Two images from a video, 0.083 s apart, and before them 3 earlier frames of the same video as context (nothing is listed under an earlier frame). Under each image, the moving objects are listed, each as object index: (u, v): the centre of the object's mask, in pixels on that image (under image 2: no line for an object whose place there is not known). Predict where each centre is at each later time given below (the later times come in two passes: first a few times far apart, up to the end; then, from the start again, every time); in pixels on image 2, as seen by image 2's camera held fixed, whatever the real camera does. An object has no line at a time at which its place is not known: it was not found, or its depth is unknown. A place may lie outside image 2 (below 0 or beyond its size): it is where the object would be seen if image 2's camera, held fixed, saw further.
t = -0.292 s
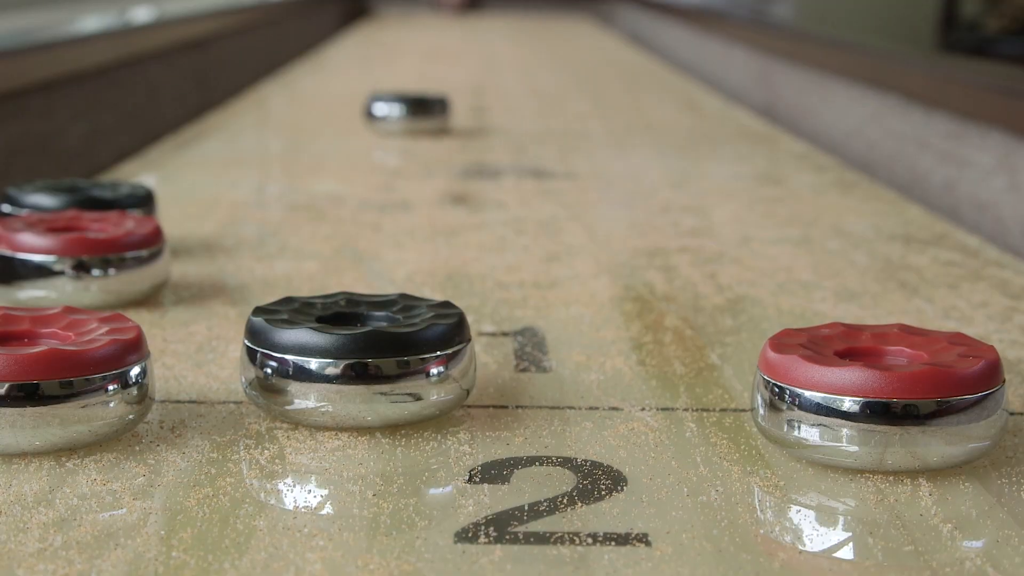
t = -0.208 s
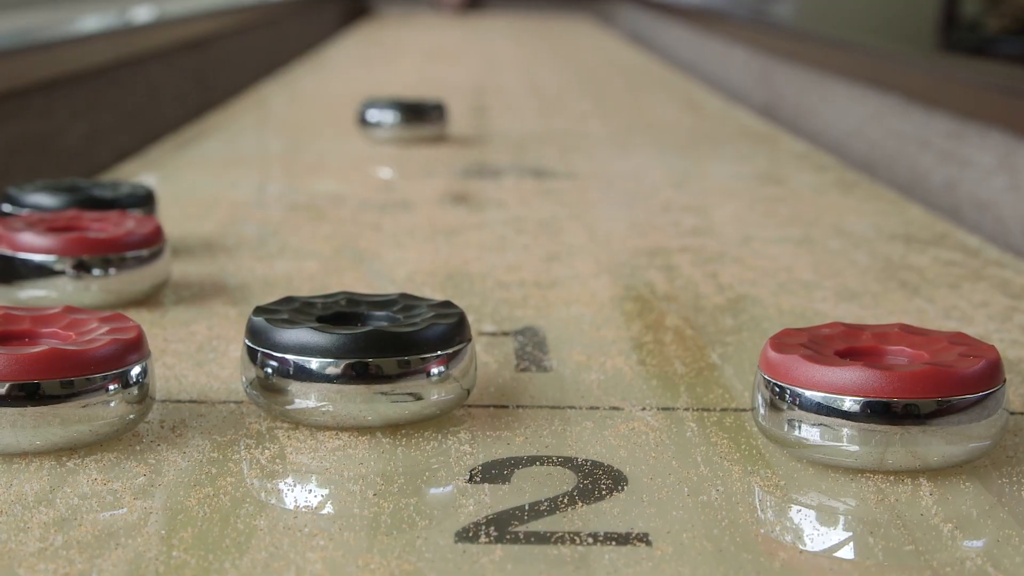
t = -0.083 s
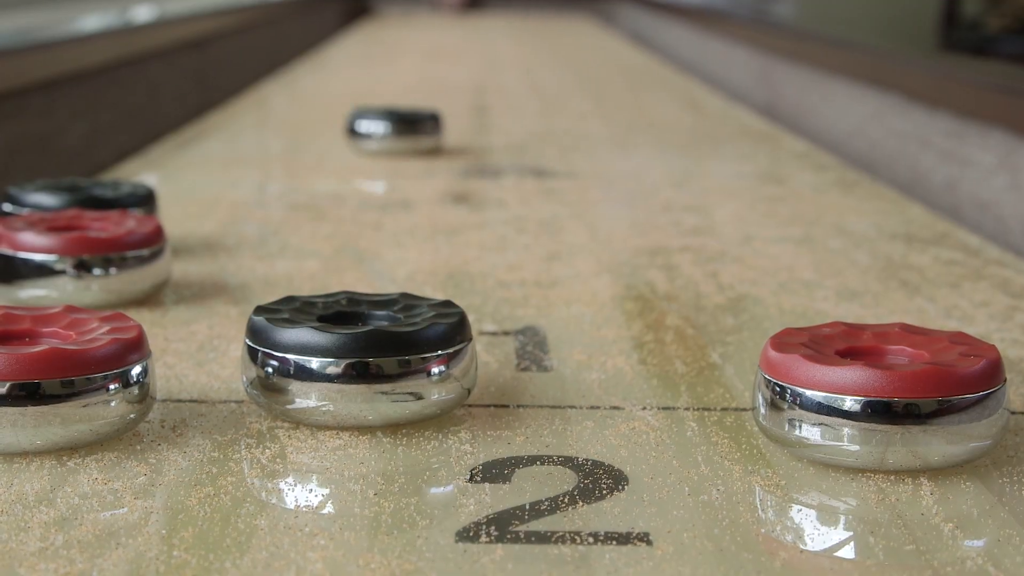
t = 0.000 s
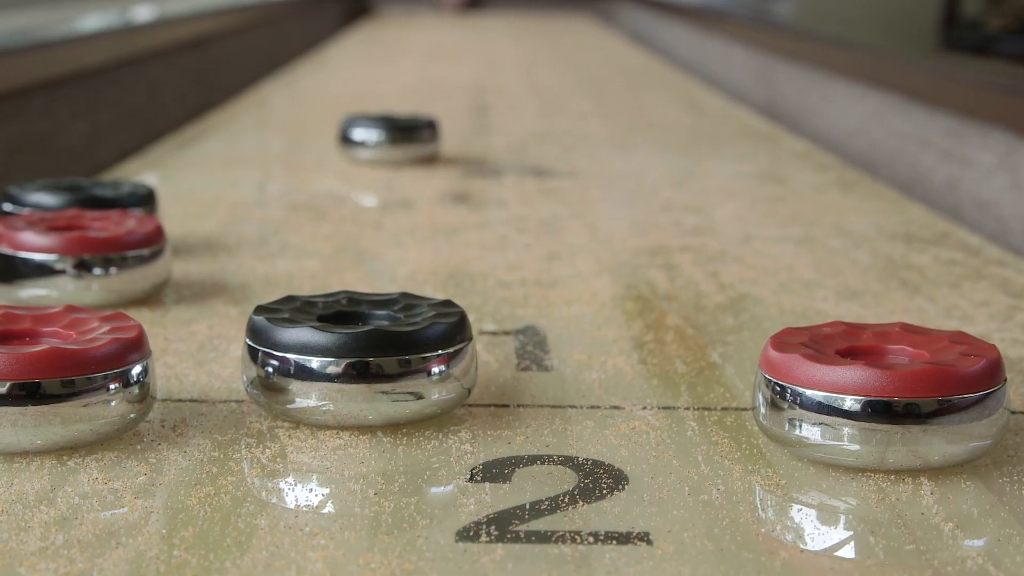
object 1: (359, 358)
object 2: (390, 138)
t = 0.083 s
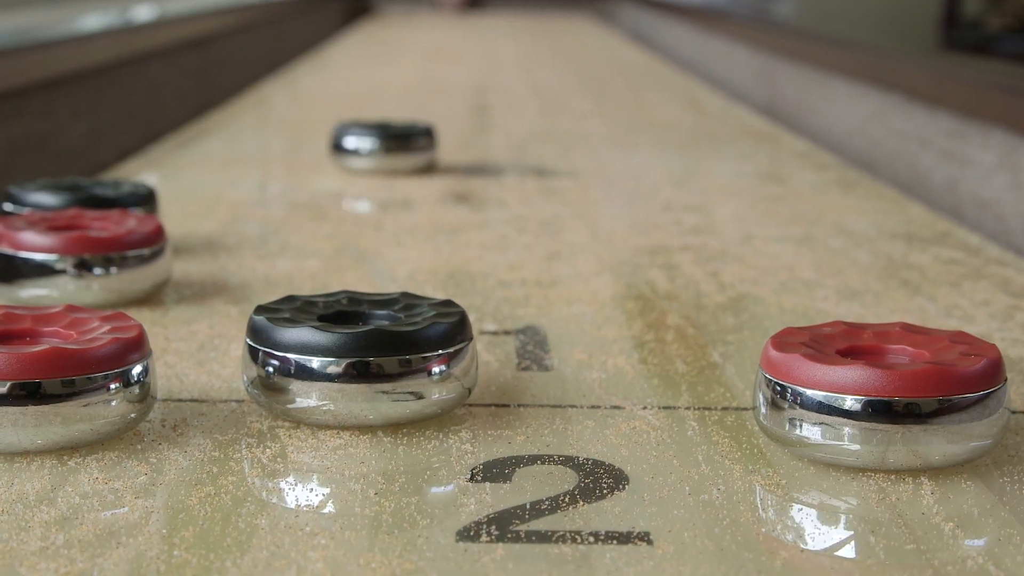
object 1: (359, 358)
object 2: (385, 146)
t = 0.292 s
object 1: (359, 358)
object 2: (366, 169)
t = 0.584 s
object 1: (359, 358)
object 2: (338, 207)
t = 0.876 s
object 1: (359, 358)
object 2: (303, 250)
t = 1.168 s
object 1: (359, 358)
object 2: (250, 287)
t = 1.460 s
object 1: (423, 388)
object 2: (211, 318)
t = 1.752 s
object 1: (497, 423)
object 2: (169, 317)
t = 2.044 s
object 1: (550, 441)
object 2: (163, 315)
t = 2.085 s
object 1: (556, 443)
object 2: (163, 315)
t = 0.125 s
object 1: (359, 358)
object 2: (381, 151)
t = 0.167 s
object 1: (359, 358)
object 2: (377, 155)
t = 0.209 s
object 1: (359, 358)
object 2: (374, 159)
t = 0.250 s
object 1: (359, 358)
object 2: (369, 165)
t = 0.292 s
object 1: (359, 358)
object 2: (366, 169)
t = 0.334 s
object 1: (359, 358)
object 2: (362, 174)
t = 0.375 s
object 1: (359, 358)
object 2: (358, 179)
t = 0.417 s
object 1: (359, 358)
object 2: (354, 184)
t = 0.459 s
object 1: (359, 358)
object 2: (350, 190)
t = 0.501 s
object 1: (359, 358)
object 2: (346, 195)
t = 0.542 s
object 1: (359, 358)
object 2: (342, 201)
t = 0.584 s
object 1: (359, 358)
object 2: (338, 207)
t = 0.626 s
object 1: (359, 358)
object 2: (333, 213)
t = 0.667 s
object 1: (359, 358)
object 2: (328, 219)
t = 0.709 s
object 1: (359, 358)
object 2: (323, 224)
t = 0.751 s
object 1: (359, 358)
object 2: (318, 231)
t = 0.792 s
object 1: (359, 358)
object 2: (313, 238)
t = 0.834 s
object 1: (360, 358)
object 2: (308, 244)
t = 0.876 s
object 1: (359, 358)
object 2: (303, 250)
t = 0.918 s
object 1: (360, 358)
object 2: (298, 254)
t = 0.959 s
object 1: (359, 358)
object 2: (292, 258)
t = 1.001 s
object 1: (359, 358)
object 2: (284, 263)
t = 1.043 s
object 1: (360, 358)
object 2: (276, 269)
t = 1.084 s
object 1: (360, 358)
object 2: (268, 274)
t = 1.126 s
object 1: (360, 358)
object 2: (259, 280)
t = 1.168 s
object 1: (359, 358)
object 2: (250, 287)
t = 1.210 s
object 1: (359, 358)
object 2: (241, 294)
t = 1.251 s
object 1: (359, 358)
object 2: (232, 302)
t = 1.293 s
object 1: (368, 362)
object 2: (223, 309)
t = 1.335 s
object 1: (381, 369)
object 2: (219, 313)
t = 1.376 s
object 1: (396, 375)
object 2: (217, 316)
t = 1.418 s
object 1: (410, 381)
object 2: (214, 317)
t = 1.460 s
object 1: (423, 388)
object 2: (211, 318)
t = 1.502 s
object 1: (436, 393)
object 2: (203, 318)
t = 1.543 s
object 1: (448, 399)
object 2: (196, 318)
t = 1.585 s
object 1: (460, 404)
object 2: (190, 317)
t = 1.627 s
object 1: (470, 409)
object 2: (184, 318)
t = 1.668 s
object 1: (480, 413)
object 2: (178, 317)
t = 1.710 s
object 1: (488, 418)
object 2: (172, 317)
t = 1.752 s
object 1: (497, 423)
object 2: (169, 317)
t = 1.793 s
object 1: (505, 427)
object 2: (166, 316)
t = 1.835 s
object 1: (513, 430)
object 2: (165, 316)
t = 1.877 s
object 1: (521, 432)
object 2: (164, 316)
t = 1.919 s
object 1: (528, 435)
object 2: (164, 316)
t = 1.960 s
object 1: (536, 437)
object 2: (164, 315)
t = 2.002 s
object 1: (544, 439)
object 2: (163, 315)
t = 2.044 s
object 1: (550, 441)
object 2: (163, 315)
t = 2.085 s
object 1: (556, 443)
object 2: (163, 315)
